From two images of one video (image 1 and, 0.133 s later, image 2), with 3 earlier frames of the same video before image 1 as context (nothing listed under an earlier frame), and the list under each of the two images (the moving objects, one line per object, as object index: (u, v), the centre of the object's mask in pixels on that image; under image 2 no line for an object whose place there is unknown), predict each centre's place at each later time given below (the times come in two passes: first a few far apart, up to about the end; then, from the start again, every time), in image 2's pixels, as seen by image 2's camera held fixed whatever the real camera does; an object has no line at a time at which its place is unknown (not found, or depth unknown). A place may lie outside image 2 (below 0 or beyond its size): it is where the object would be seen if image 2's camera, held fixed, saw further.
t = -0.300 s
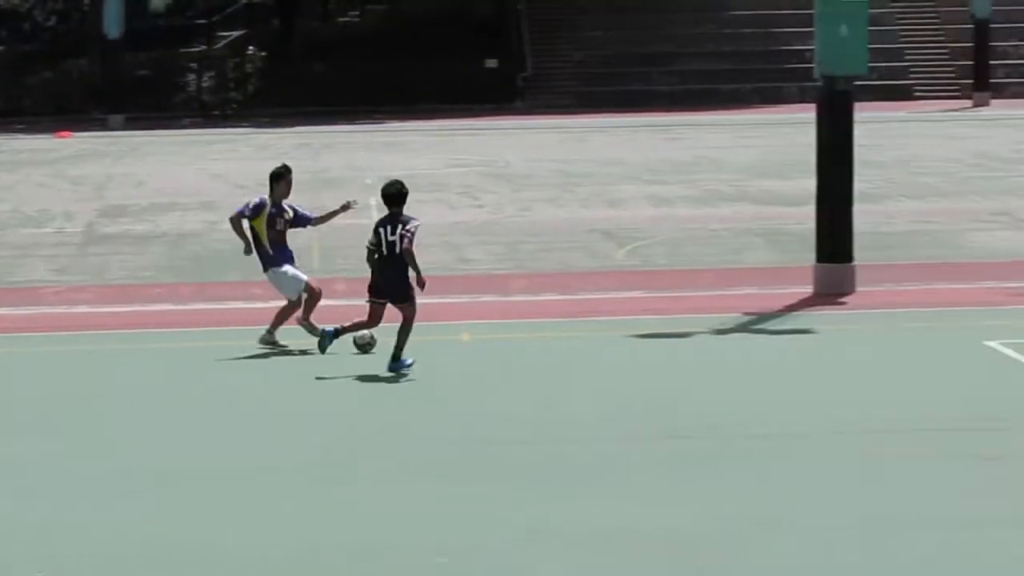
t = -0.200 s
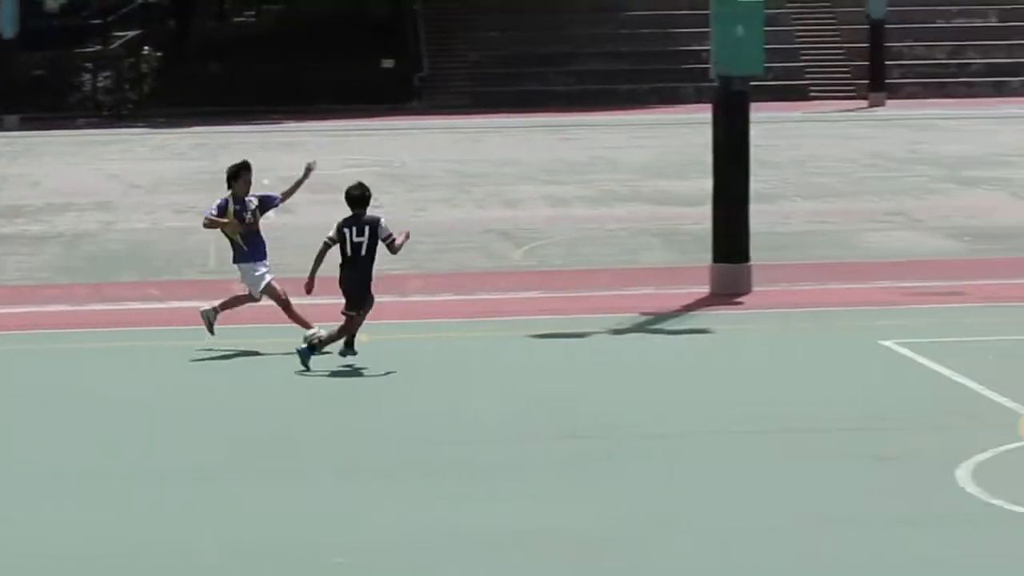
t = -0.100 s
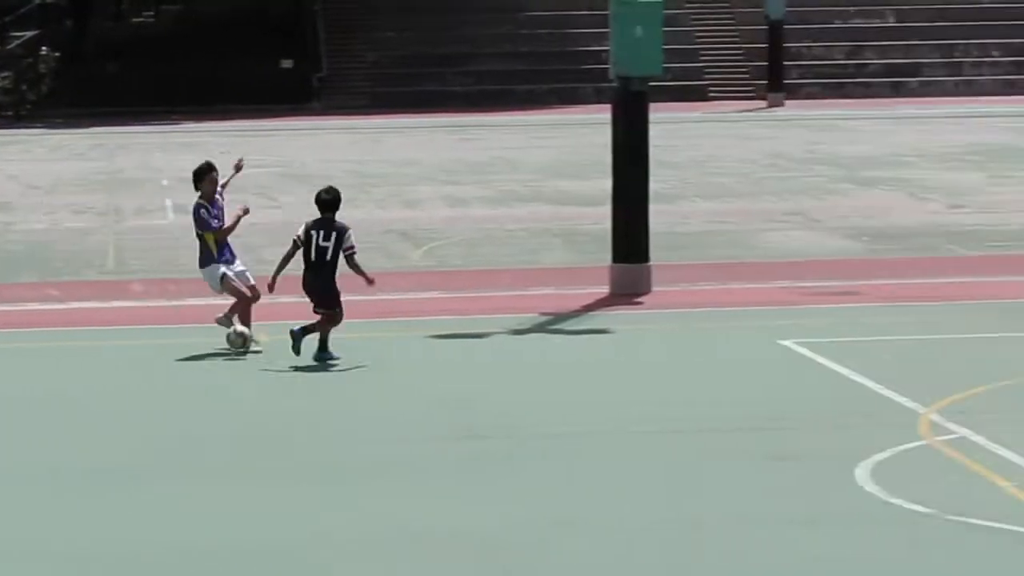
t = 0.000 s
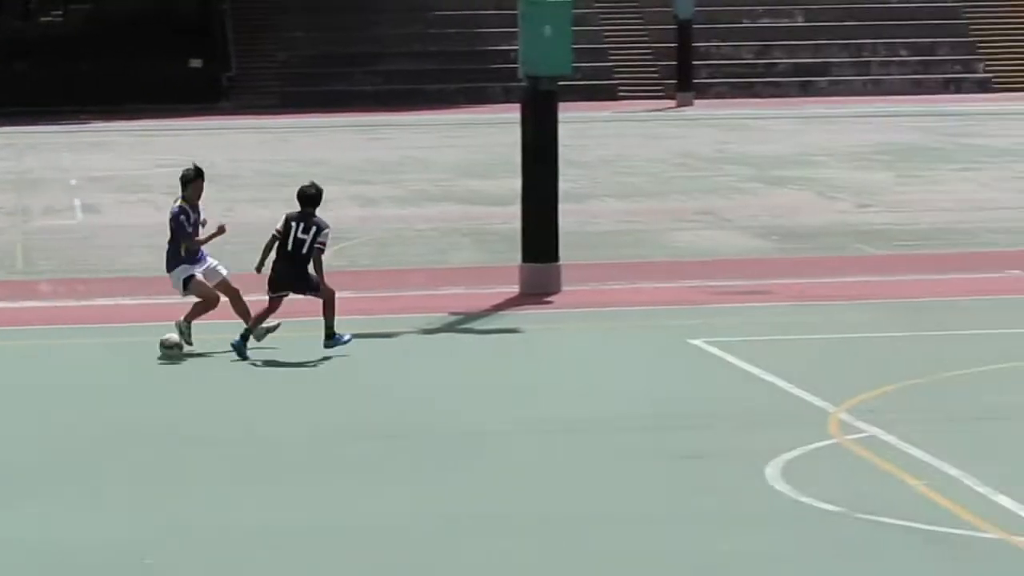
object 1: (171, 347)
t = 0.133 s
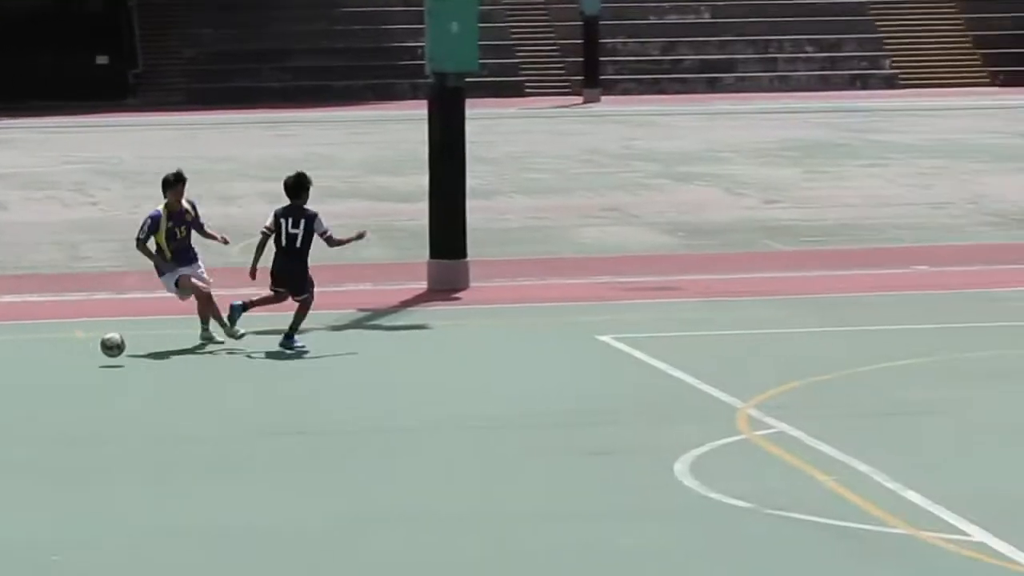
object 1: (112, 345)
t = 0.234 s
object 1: (141, 350)
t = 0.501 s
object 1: (215, 360)
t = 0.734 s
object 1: (280, 368)
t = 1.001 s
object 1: (357, 380)
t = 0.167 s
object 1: (122, 345)
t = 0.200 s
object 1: (132, 347)
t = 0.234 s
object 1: (141, 350)
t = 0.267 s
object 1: (152, 355)
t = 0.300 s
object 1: (162, 359)
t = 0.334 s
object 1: (170, 356)
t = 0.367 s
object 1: (179, 353)
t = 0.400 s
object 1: (188, 353)
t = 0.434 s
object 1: (197, 354)
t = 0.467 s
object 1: (206, 356)
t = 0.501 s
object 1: (215, 360)
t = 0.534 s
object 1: (225, 365)
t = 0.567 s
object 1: (234, 372)
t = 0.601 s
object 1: (243, 370)
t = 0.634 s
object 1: (252, 367)
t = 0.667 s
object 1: (261, 365)
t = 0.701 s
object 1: (271, 366)
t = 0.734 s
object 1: (280, 368)
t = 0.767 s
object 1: (289, 371)
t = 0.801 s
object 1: (299, 376)
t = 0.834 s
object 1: (308, 382)
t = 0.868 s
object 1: (318, 386)
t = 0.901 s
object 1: (328, 382)
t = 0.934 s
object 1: (337, 380)
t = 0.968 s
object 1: (347, 379)
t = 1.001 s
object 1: (357, 380)
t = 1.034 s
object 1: (367, 383)
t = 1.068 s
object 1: (377, 387)
